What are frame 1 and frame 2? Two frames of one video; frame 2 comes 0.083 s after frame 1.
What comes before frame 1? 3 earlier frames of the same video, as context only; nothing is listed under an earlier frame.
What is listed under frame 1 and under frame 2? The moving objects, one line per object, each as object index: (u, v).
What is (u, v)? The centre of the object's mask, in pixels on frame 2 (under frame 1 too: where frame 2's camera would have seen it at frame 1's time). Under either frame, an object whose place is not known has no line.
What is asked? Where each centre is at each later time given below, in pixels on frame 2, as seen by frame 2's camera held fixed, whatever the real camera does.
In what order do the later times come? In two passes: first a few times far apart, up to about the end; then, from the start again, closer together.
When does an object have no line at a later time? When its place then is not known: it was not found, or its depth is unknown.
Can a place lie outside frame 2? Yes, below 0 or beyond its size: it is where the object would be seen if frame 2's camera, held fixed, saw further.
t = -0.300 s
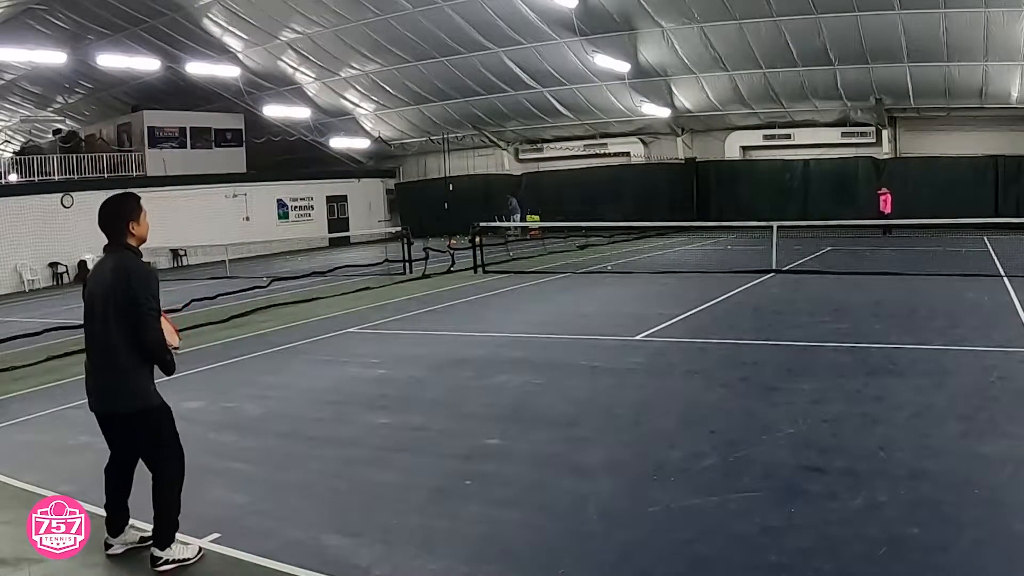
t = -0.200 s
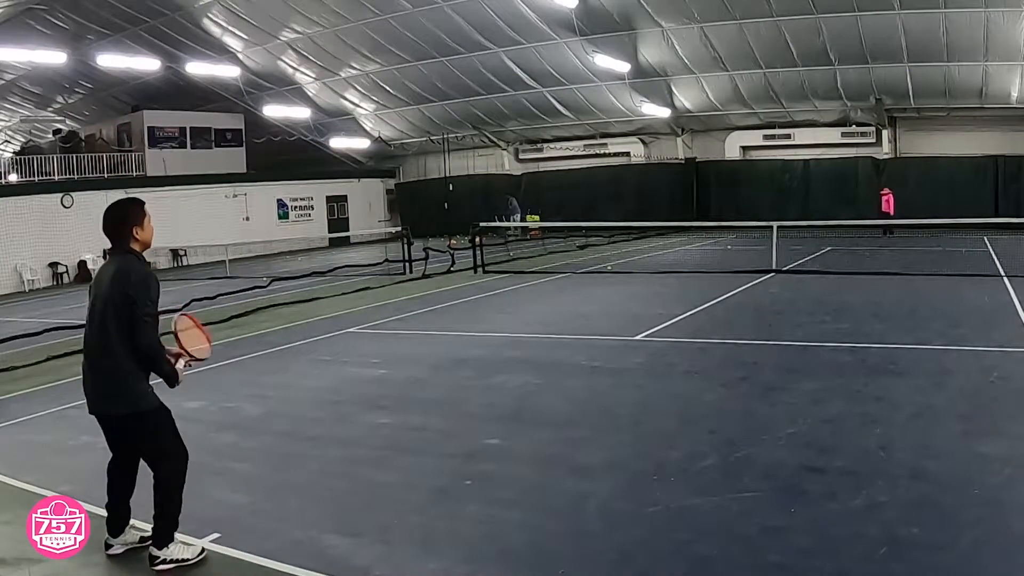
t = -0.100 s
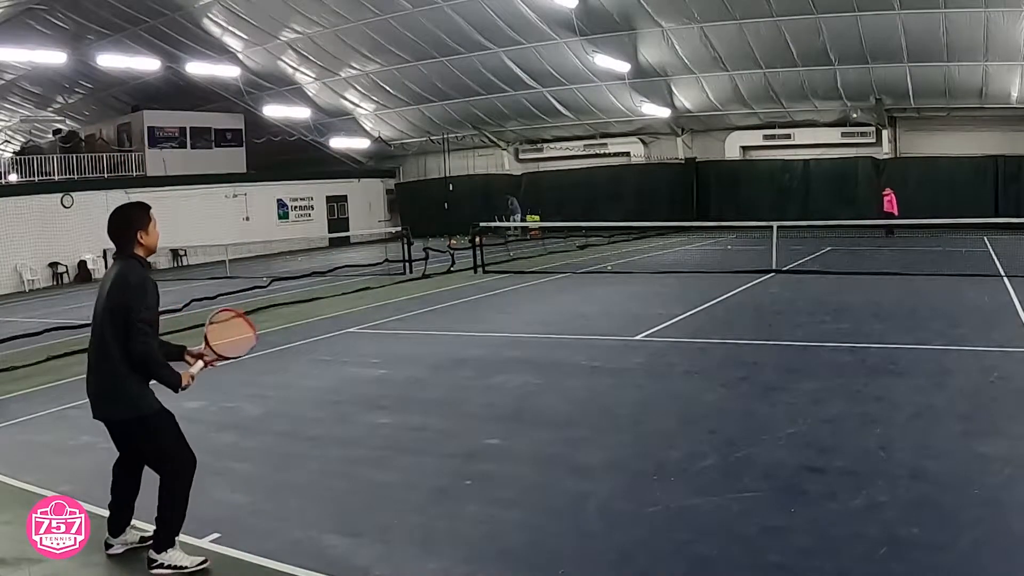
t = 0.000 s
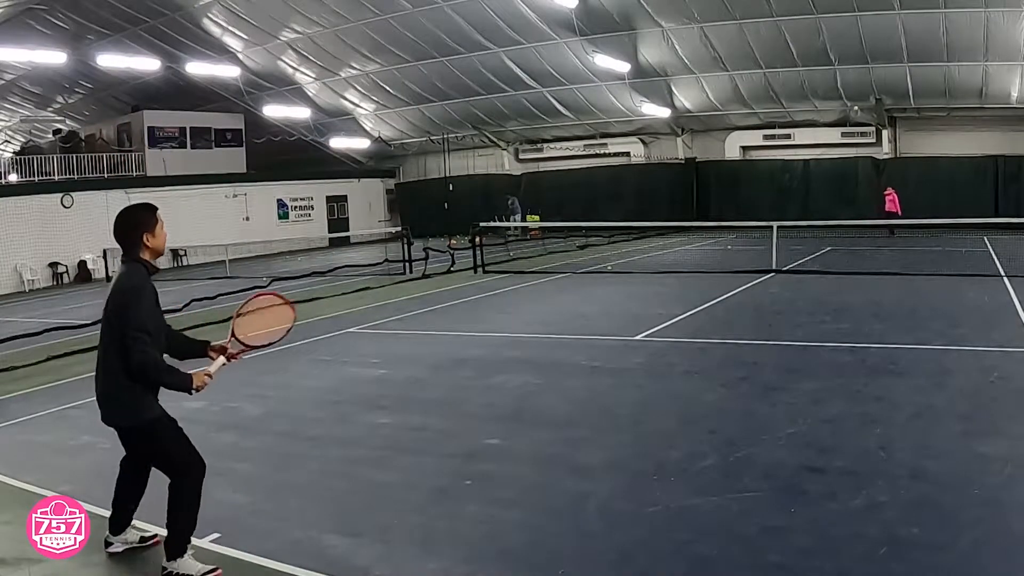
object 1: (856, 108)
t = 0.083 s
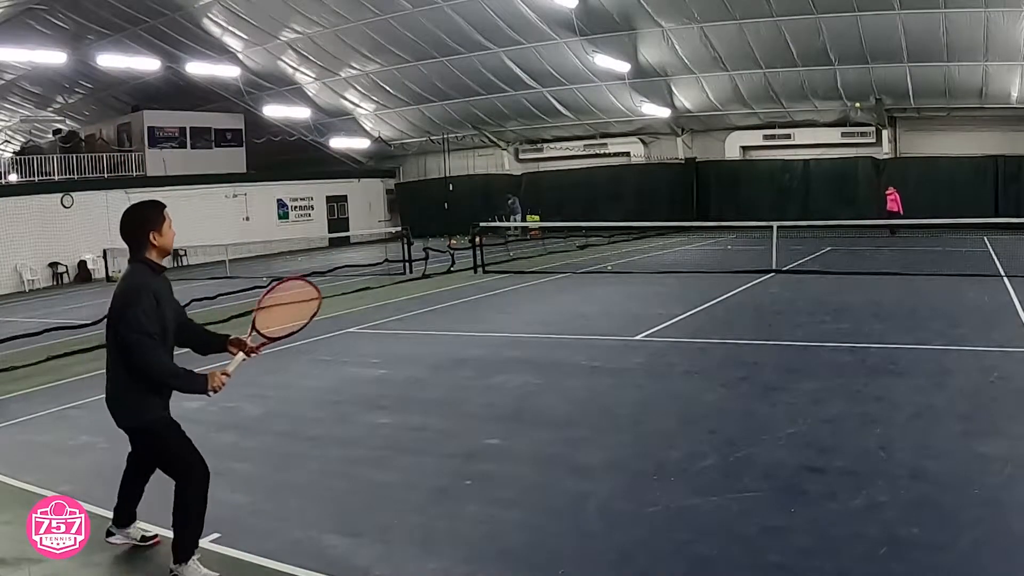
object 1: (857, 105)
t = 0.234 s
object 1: (861, 110)
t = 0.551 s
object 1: (877, 200)
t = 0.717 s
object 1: (894, 356)
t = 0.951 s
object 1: (918, 360)
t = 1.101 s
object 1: (938, 296)
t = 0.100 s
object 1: (857, 105)
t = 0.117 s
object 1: (858, 105)
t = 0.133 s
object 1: (858, 105)
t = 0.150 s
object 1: (858, 105)
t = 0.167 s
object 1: (859, 106)
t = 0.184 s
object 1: (859, 106)
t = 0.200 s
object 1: (860, 107)
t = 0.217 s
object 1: (860, 108)
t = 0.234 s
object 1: (861, 110)
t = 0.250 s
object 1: (861, 111)
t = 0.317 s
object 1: (864, 119)
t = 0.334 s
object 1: (865, 123)
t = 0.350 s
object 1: (865, 125)
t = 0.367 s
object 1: (866, 129)
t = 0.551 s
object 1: (877, 200)
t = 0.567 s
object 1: (878, 211)
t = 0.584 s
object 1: (879, 222)
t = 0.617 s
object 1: (883, 247)
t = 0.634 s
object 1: (884, 262)
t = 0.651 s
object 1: (886, 277)
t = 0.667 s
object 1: (888, 294)
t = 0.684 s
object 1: (890, 313)
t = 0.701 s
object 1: (892, 333)
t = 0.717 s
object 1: (894, 356)
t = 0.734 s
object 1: (896, 378)
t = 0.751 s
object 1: (898, 404)
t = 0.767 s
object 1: (900, 431)
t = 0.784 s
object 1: (902, 451)
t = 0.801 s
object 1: (903, 442)
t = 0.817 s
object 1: (905, 432)
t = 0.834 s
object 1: (906, 423)
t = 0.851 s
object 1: (908, 413)
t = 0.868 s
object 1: (909, 404)
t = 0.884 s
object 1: (911, 395)
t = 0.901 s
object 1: (913, 386)
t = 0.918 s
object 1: (914, 377)
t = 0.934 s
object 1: (916, 368)
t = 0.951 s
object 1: (918, 360)
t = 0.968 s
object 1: (920, 352)
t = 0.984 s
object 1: (921, 344)
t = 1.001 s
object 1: (923, 336)
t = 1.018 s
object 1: (926, 329)
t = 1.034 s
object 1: (928, 321)
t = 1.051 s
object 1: (930, 315)
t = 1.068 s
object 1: (933, 308)
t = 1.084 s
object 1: (936, 302)
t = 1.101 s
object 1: (938, 296)
